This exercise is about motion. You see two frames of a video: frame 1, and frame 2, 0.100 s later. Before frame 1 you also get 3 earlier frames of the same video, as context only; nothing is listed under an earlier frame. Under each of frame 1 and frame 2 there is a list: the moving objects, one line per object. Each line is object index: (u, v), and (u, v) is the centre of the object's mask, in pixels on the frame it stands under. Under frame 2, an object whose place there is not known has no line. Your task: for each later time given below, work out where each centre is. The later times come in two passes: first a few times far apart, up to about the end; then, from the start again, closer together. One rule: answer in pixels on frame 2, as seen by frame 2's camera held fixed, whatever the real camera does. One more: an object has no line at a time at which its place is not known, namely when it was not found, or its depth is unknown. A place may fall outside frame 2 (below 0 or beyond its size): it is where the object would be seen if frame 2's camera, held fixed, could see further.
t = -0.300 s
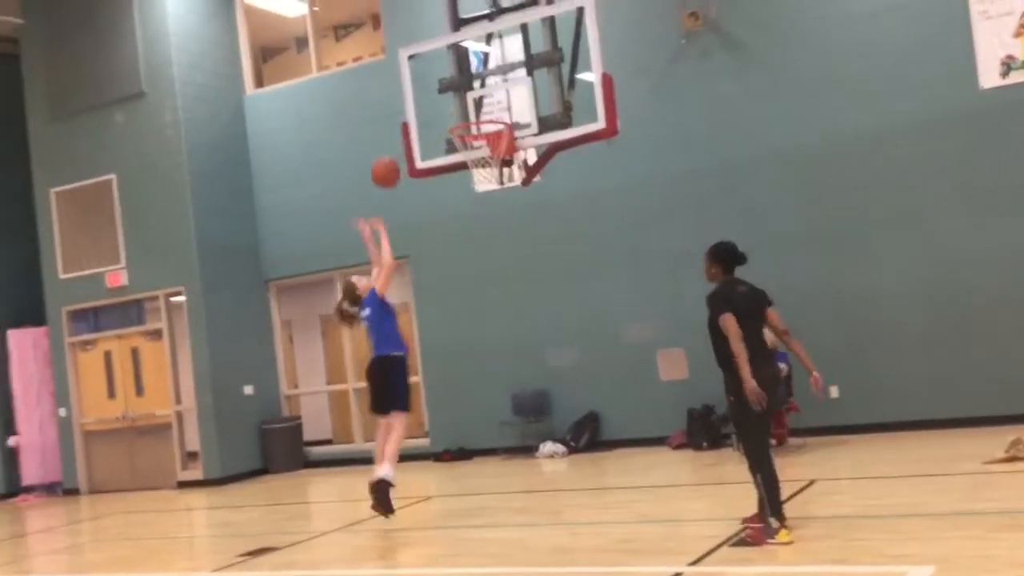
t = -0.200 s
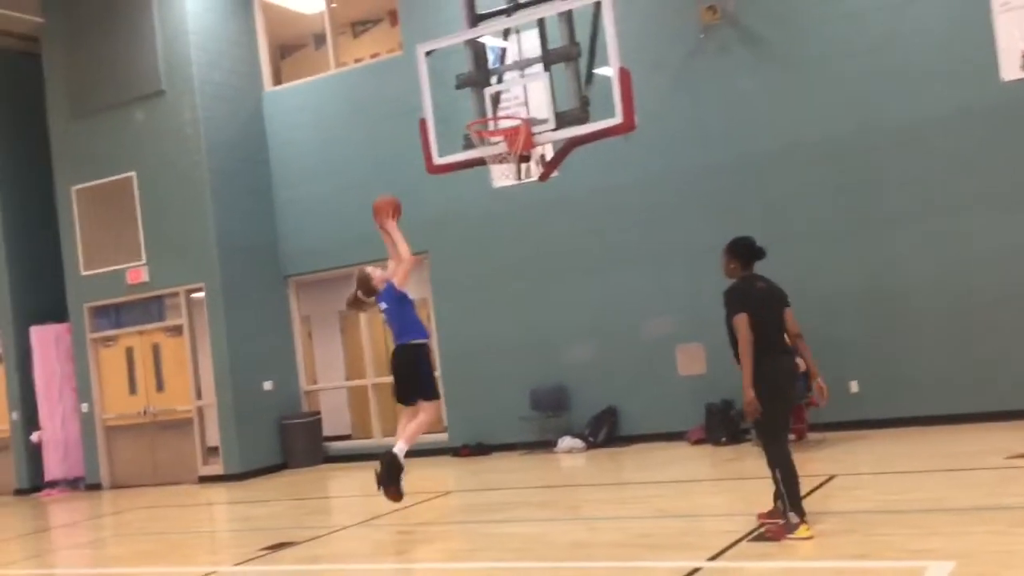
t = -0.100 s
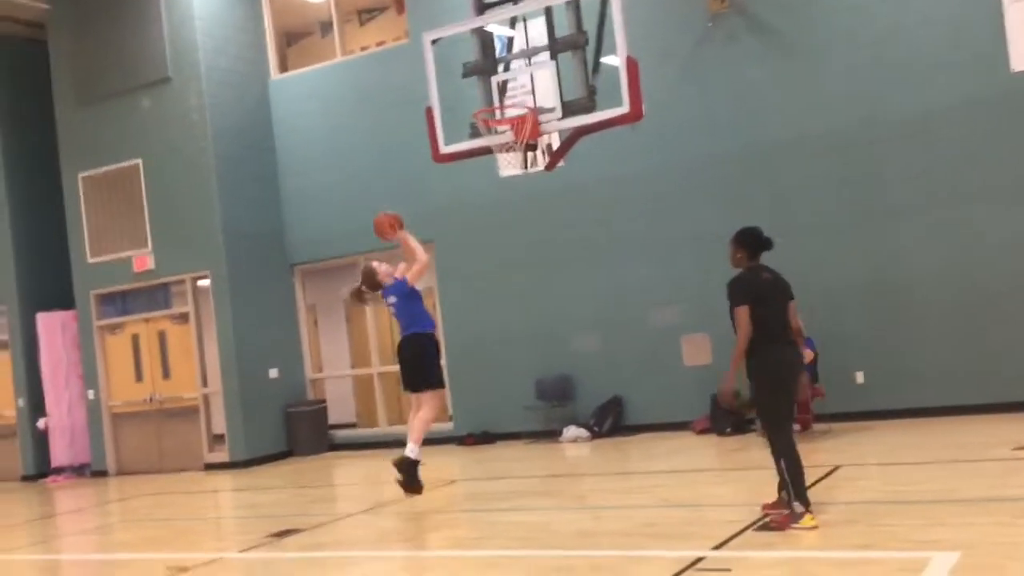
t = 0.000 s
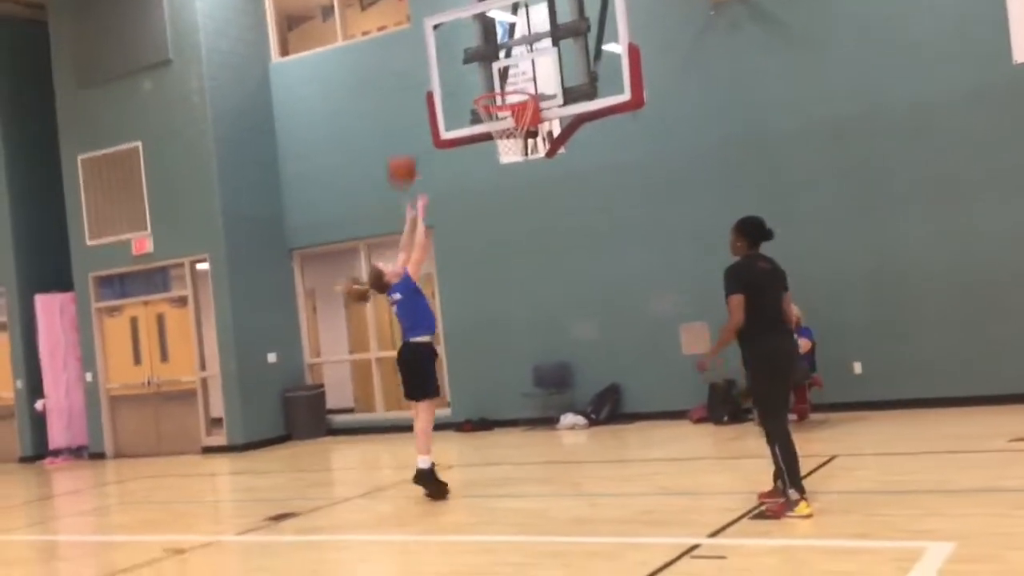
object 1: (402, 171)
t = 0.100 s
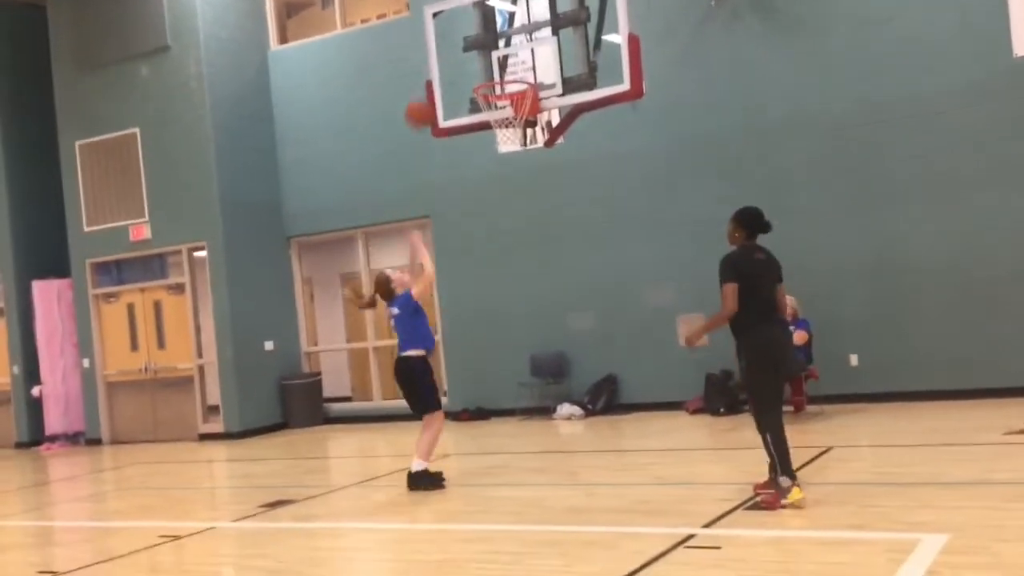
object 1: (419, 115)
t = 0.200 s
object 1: (440, 79)
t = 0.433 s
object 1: (476, 48)
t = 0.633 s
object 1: (480, 72)
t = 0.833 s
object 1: (511, 86)
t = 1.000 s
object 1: (511, 106)
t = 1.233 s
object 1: (508, 151)
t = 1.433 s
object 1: (505, 222)
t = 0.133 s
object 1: (425, 102)
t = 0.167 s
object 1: (433, 89)
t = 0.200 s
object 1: (440, 79)
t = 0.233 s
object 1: (448, 70)
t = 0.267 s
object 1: (455, 63)
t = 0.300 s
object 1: (462, 57)
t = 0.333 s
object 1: (469, 53)
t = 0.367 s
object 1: (476, 49)
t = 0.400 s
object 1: (476, 47)
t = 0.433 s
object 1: (476, 48)
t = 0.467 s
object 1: (477, 48)
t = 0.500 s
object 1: (478, 49)
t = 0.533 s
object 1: (478, 51)
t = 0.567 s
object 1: (479, 57)
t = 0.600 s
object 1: (480, 64)
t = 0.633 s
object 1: (480, 72)
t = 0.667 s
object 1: (482, 78)
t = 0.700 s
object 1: (488, 76)
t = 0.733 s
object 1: (494, 77)
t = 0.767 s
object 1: (501, 78)
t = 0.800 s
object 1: (505, 84)
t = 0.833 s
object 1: (511, 86)
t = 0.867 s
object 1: (511, 90)
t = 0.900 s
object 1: (511, 95)
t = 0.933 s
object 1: (512, 101)
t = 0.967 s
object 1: (511, 105)
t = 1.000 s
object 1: (511, 106)
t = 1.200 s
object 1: (508, 144)
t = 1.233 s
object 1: (508, 151)
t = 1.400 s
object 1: (506, 208)
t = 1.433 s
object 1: (505, 222)
